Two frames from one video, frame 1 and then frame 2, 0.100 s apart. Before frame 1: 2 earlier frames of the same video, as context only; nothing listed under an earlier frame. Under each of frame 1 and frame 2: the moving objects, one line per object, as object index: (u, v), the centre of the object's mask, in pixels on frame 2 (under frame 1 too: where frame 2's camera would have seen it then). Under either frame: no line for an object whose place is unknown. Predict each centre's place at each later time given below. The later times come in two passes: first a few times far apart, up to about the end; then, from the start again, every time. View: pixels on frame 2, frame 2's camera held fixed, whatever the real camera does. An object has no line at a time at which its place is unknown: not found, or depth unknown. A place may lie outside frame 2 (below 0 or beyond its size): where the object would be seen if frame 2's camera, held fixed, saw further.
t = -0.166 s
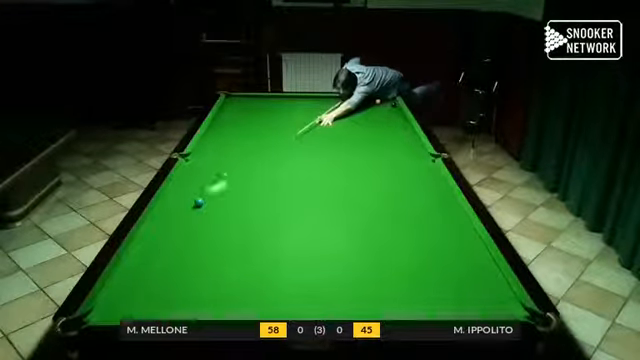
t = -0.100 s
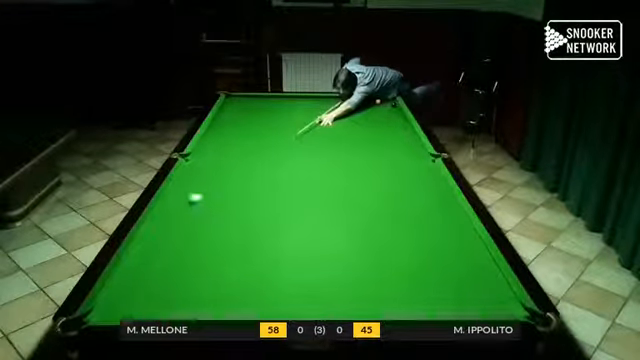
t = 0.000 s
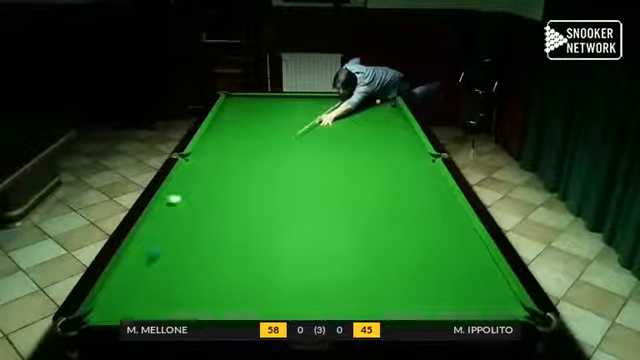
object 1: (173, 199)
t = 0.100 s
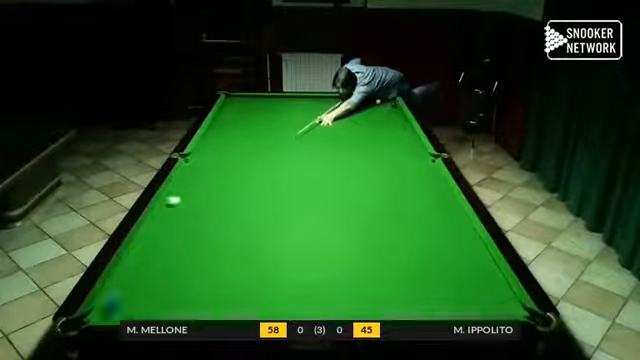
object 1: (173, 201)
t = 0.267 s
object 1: (194, 206)
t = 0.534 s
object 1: (224, 214)
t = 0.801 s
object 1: (254, 222)
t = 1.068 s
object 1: (285, 230)
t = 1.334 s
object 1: (315, 239)
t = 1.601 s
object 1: (345, 247)
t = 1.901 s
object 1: (380, 257)
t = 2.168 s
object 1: (410, 265)
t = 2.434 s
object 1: (441, 275)
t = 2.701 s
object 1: (471, 283)
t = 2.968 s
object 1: (501, 292)
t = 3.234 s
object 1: (498, 297)
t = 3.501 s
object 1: (486, 302)
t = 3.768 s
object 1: (475, 306)
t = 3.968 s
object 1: (467, 308)
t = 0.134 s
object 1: (179, 202)
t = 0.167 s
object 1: (183, 203)
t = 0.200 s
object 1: (187, 204)
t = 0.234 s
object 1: (191, 205)
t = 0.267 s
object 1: (194, 206)
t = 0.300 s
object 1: (198, 207)
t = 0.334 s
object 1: (201, 208)
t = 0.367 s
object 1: (205, 209)
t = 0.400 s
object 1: (208, 210)
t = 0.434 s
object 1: (213, 209)
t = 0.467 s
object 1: (217, 211)
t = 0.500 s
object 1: (221, 213)
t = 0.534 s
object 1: (224, 214)
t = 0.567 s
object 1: (227, 215)
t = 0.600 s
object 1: (232, 217)
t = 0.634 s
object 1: (236, 217)
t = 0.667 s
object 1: (239, 218)
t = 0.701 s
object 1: (243, 219)
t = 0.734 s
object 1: (247, 220)
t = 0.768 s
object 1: (250, 221)
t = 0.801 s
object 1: (254, 222)
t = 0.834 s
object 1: (258, 223)
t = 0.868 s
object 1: (262, 224)
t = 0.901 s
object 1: (265, 225)
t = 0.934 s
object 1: (270, 226)
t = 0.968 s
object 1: (273, 227)
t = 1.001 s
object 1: (278, 228)
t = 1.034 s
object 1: (281, 229)
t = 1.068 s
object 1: (285, 230)
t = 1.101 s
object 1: (288, 231)
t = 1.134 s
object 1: (292, 232)
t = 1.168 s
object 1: (297, 233)
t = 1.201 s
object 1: (300, 234)
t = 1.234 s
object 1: (304, 235)
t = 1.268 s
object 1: (307, 236)
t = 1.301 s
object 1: (311, 238)
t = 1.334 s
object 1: (315, 239)
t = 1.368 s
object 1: (317, 240)
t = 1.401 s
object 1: (322, 241)
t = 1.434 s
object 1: (326, 242)
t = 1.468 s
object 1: (329, 243)
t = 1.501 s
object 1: (333, 244)
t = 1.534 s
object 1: (338, 245)
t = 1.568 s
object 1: (342, 246)
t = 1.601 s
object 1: (345, 247)
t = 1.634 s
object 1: (350, 249)
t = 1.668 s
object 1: (353, 250)
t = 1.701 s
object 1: (357, 251)
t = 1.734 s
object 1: (361, 252)
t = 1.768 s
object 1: (365, 253)
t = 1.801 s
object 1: (368, 254)
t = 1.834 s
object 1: (372, 255)
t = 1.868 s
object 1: (376, 256)
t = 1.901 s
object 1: (380, 257)
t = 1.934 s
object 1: (383, 258)
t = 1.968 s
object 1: (387, 259)
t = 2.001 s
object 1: (392, 260)
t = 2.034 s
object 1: (395, 261)
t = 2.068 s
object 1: (399, 262)
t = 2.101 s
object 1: (403, 263)
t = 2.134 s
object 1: (407, 265)
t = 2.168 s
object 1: (410, 265)
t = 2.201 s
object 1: (414, 266)
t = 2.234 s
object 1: (418, 268)
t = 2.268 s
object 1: (422, 269)
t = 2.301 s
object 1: (426, 270)
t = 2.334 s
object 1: (429, 271)
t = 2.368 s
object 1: (434, 272)
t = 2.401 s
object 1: (438, 274)
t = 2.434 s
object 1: (441, 275)
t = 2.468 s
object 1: (445, 276)
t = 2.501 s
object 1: (449, 277)
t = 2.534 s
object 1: (453, 278)
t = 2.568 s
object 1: (456, 279)
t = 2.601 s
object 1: (460, 280)
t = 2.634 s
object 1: (464, 281)
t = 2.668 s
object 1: (468, 282)
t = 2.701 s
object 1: (471, 283)
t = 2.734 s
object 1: (475, 284)
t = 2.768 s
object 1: (479, 286)
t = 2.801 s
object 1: (483, 286)
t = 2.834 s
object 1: (486, 287)
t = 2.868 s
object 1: (490, 289)
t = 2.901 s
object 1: (494, 289)
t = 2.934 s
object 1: (497, 290)
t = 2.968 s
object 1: (501, 292)
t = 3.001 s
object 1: (504, 292)
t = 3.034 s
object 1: (507, 294)
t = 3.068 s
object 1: (507, 294)
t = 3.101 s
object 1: (505, 295)
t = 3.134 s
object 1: (503, 295)
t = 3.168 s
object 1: (501, 296)
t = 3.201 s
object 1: (500, 297)
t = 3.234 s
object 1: (498, 297)
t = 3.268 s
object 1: (497, 298)
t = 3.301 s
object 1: (495, 299)
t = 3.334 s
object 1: (494, 299)
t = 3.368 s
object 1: (492, 300)
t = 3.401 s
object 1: (491, 300)
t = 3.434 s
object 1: (489, 301)
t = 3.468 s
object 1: (488, 301)
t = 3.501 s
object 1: (486, 302)
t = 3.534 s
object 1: (485, 303)
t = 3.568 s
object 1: (484, 303)
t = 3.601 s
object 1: (482, 304)
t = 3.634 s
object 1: (481, 304)
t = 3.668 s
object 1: (480, 304)
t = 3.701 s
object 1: (478, 305)
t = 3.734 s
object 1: (476, 306)
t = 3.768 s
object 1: (475, 306)
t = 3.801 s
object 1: (473, 306)
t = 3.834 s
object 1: (472, 306)
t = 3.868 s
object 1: (471, 307)
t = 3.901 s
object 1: (469, 307)
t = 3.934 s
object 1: (468, 308)
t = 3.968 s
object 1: (467, 308)
